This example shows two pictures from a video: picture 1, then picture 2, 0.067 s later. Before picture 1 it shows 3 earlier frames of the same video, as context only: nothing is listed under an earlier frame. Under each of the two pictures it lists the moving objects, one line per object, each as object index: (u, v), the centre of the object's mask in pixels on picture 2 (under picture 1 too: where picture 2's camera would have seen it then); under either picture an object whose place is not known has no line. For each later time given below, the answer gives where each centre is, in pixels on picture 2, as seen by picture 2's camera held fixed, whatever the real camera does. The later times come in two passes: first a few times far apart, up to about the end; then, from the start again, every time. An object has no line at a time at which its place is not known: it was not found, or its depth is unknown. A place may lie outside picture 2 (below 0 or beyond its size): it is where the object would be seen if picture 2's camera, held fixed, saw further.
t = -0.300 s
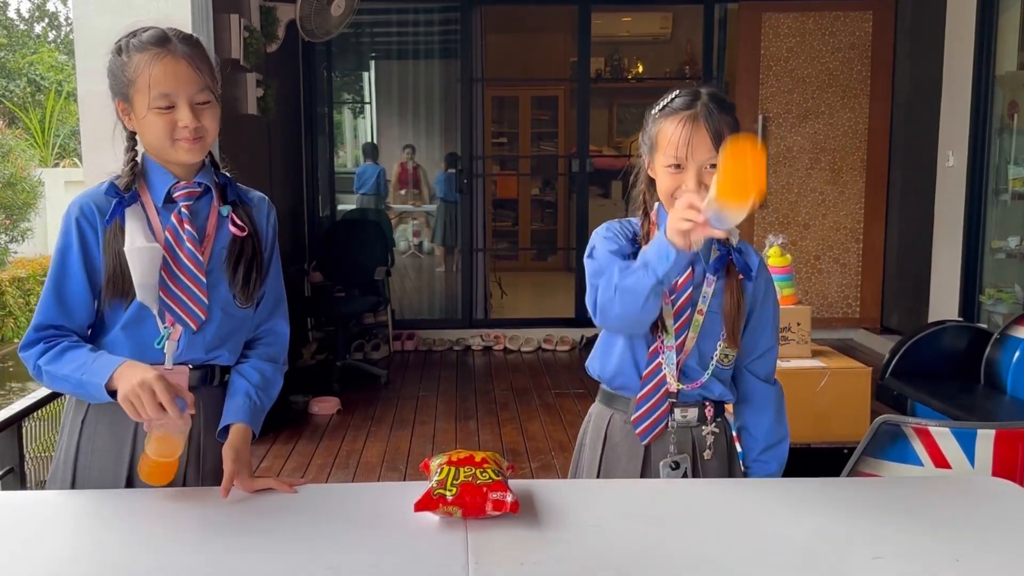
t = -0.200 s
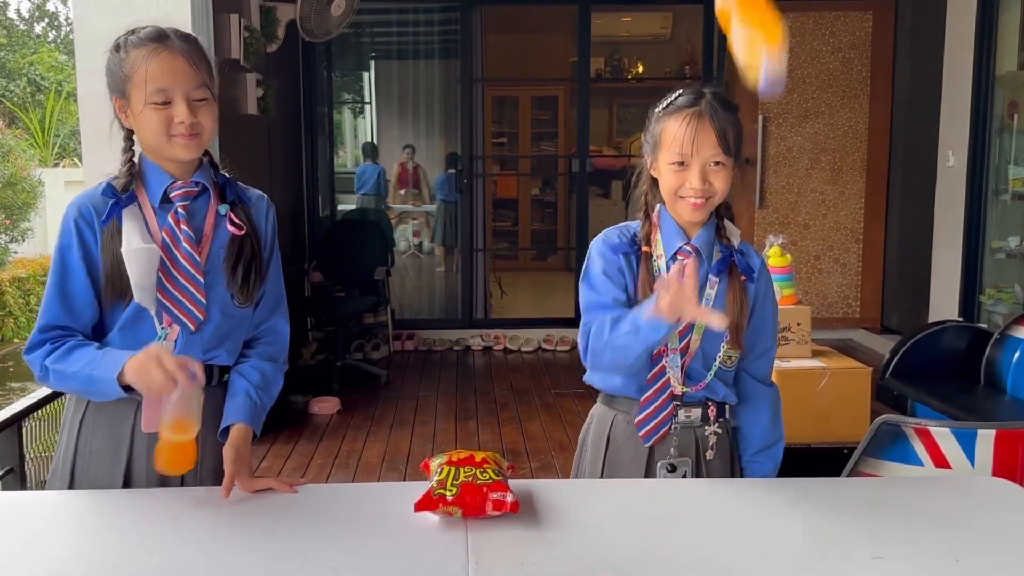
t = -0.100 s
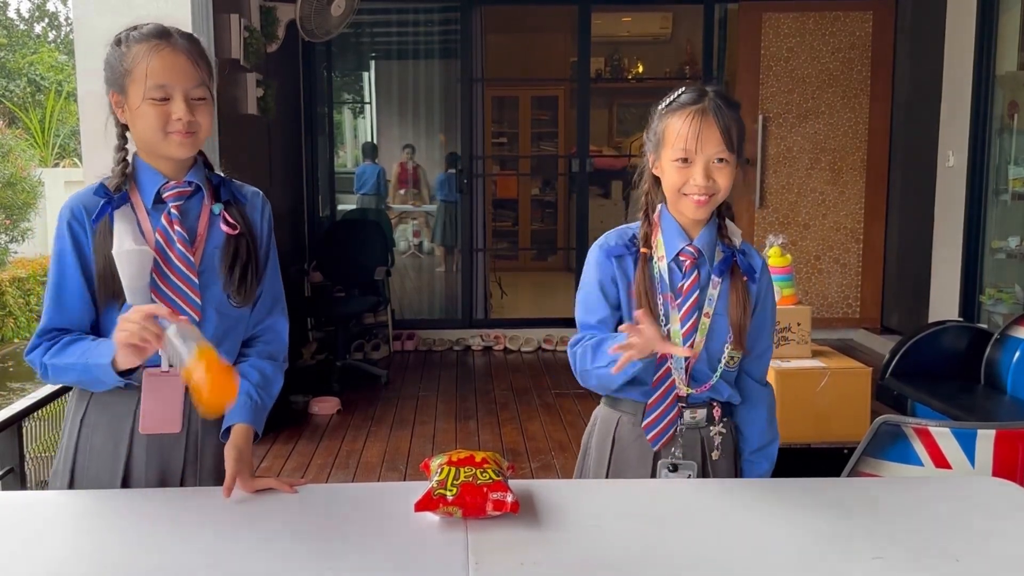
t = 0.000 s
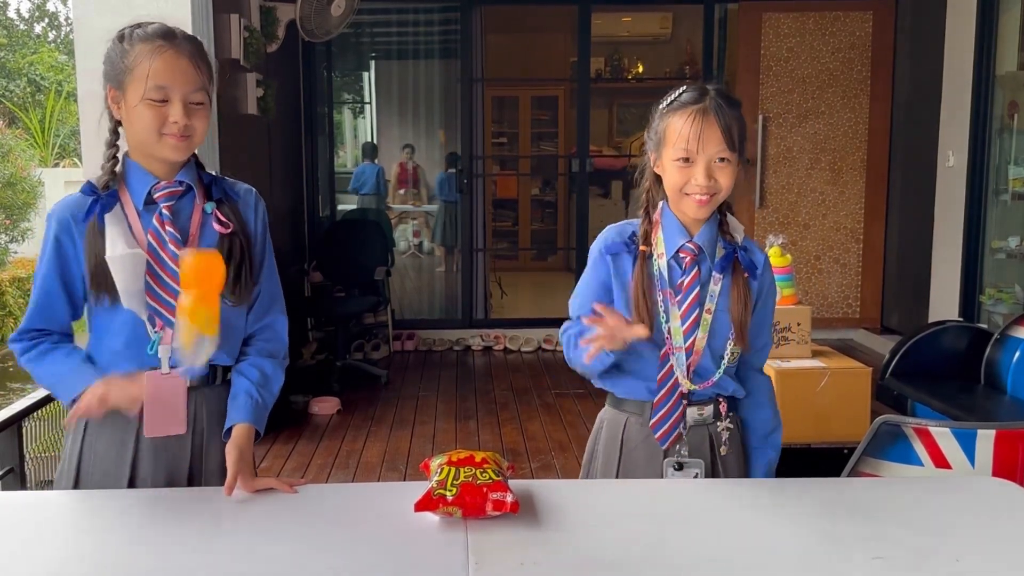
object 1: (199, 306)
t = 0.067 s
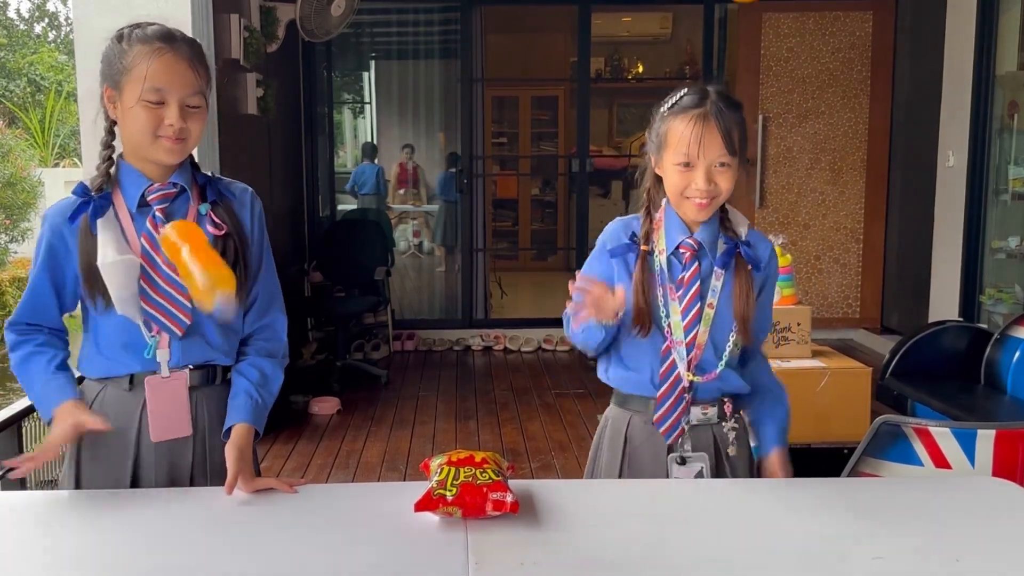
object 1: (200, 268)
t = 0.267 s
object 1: (176, 332)
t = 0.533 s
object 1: (134, 506)
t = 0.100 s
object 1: (197, 257)
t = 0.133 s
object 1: (191, 255)
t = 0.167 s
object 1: (187, 263)
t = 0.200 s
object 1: (184, 278)
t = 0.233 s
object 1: (180, 301)
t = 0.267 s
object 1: (176, 332)
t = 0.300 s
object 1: (171, 379)
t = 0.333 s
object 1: (167, 425)
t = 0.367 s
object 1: (162, 479)
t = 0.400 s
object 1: (153, 473)
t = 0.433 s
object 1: (147, 482)
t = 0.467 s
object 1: (145, 497)
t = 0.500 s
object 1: (140, 510)
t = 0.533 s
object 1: (134, 506)
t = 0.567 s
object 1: (132, 509)
